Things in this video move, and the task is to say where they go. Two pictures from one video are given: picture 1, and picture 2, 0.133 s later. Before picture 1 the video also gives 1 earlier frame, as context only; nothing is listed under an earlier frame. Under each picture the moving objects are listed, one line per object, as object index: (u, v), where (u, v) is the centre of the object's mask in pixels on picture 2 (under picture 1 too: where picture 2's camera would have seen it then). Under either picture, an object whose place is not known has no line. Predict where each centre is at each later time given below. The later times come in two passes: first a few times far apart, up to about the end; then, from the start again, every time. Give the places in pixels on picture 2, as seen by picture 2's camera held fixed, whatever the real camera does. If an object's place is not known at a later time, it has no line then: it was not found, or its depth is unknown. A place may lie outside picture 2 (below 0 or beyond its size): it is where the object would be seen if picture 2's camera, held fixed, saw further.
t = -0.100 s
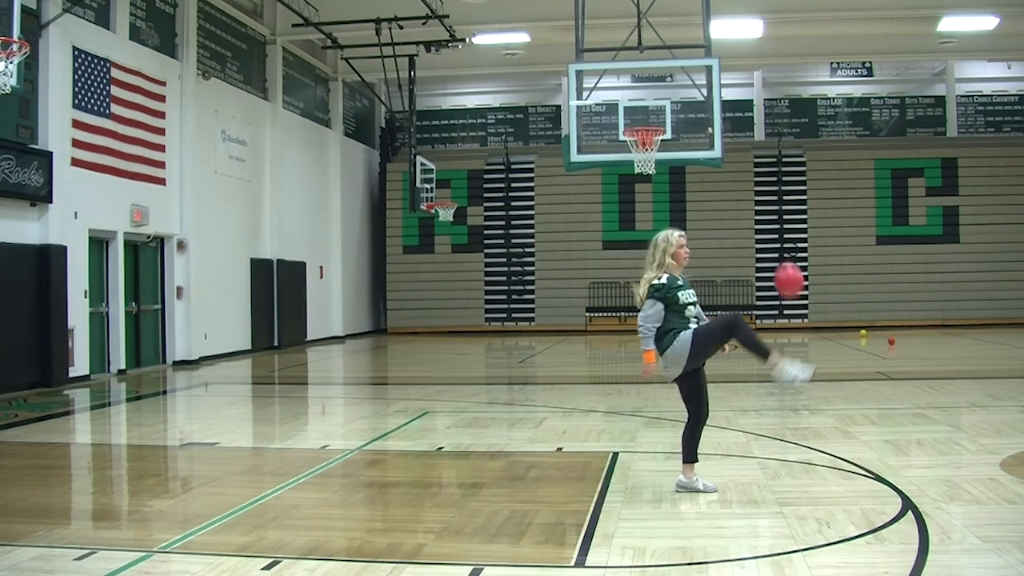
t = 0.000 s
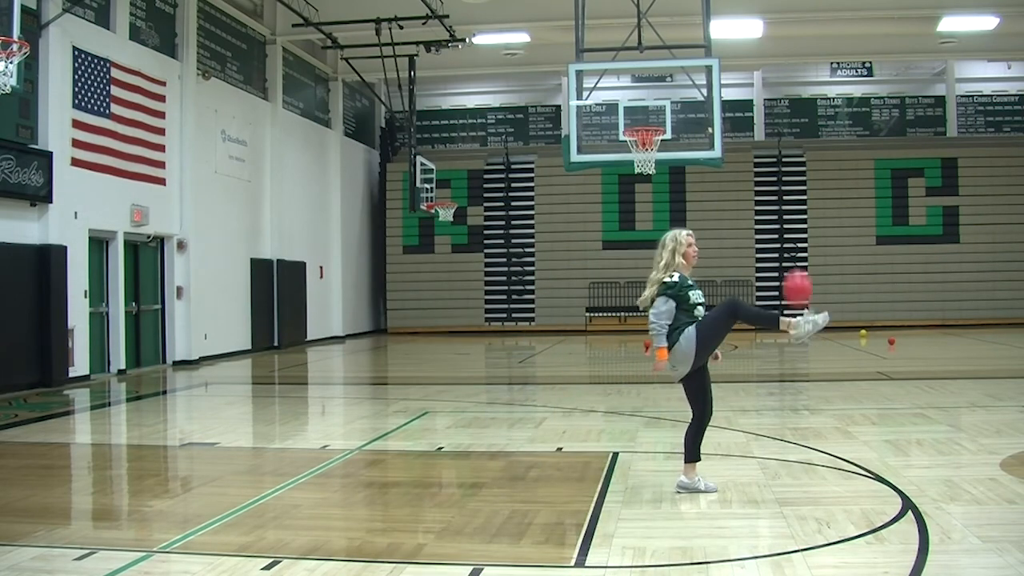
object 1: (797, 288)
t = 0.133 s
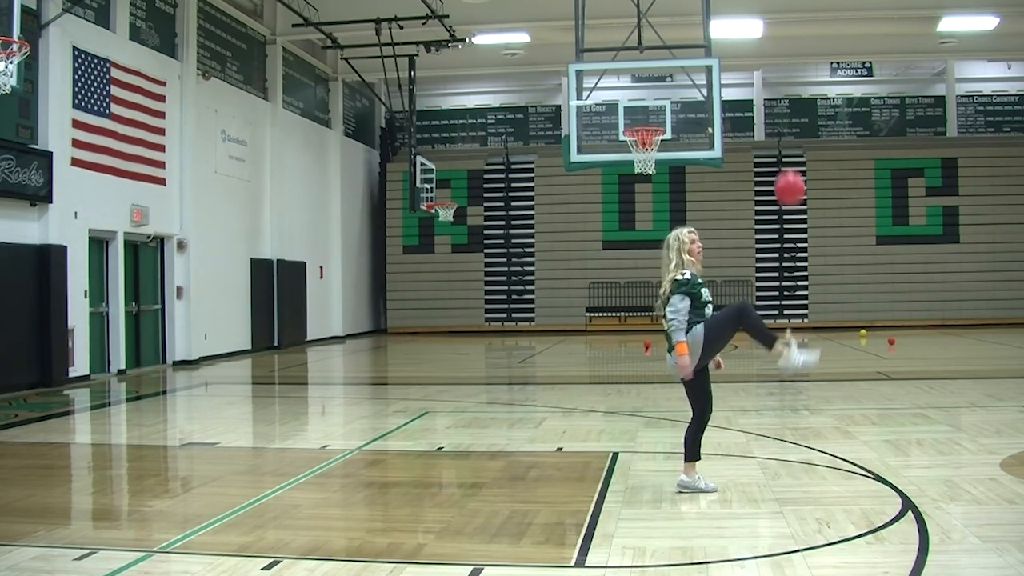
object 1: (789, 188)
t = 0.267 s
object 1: (782, 116)
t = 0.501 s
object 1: (769, 60)
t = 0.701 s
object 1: (761, 88)
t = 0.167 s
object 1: (788, 167)
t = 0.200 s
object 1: (786, 148)
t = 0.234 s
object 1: (784, 131)
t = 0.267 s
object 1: (782, 116)
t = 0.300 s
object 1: (780, 102)
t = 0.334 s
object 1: (778, 90)
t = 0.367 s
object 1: (776, 80)
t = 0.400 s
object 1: (774, 72)
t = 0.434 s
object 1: (772, 66)
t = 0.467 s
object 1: (771, 62)
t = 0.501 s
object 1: (769, 60)
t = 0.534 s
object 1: (768, 59)
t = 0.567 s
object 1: (766, 60)
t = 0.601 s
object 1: (765, 64)
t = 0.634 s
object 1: (763, 70)
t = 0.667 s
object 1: (762, 78)
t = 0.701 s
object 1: (761, 88)
